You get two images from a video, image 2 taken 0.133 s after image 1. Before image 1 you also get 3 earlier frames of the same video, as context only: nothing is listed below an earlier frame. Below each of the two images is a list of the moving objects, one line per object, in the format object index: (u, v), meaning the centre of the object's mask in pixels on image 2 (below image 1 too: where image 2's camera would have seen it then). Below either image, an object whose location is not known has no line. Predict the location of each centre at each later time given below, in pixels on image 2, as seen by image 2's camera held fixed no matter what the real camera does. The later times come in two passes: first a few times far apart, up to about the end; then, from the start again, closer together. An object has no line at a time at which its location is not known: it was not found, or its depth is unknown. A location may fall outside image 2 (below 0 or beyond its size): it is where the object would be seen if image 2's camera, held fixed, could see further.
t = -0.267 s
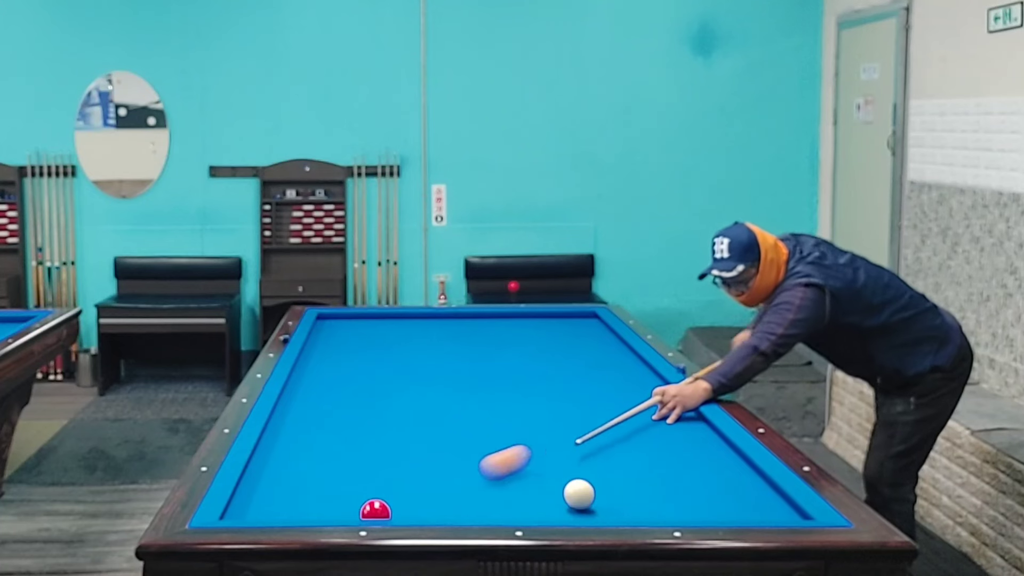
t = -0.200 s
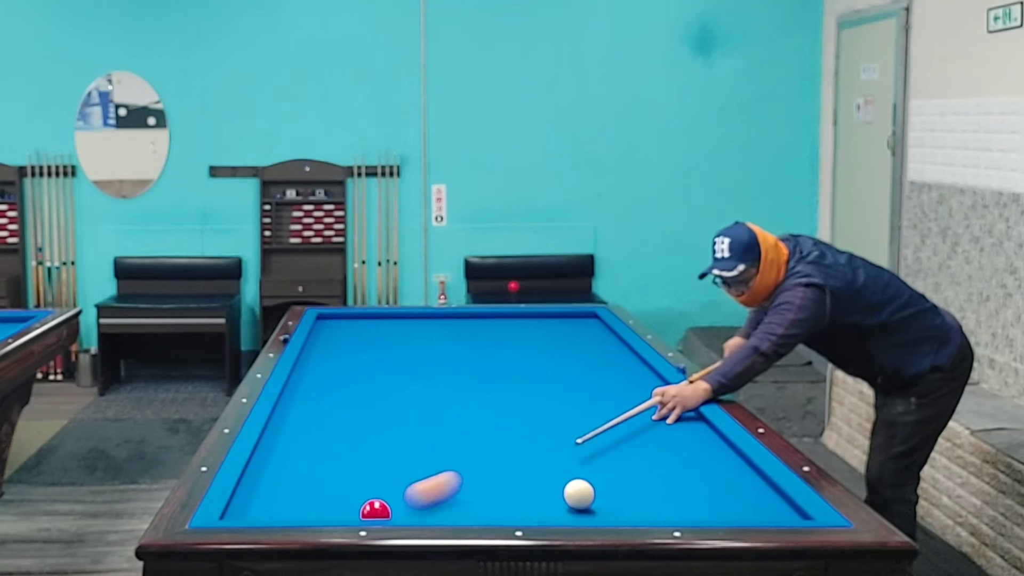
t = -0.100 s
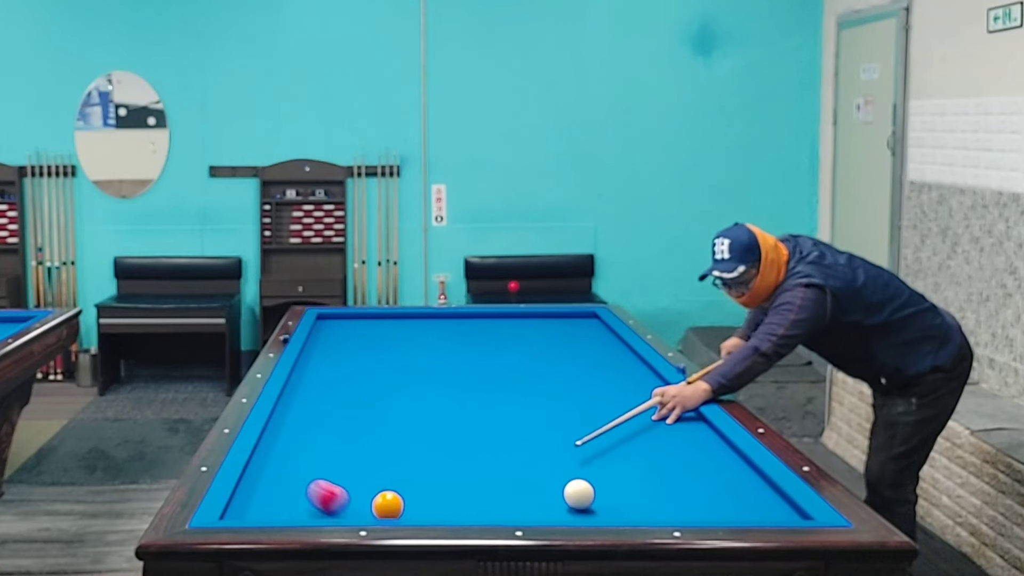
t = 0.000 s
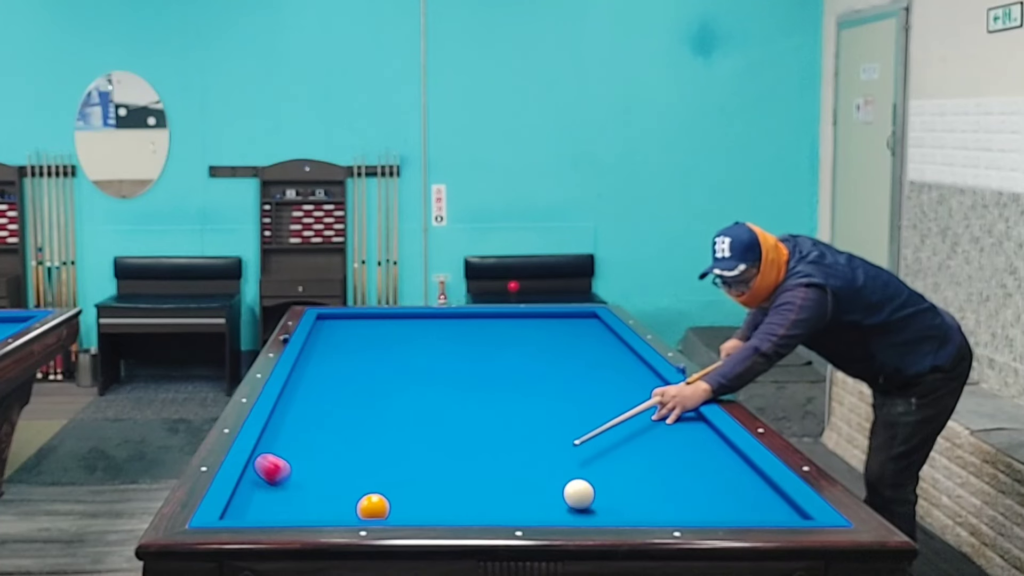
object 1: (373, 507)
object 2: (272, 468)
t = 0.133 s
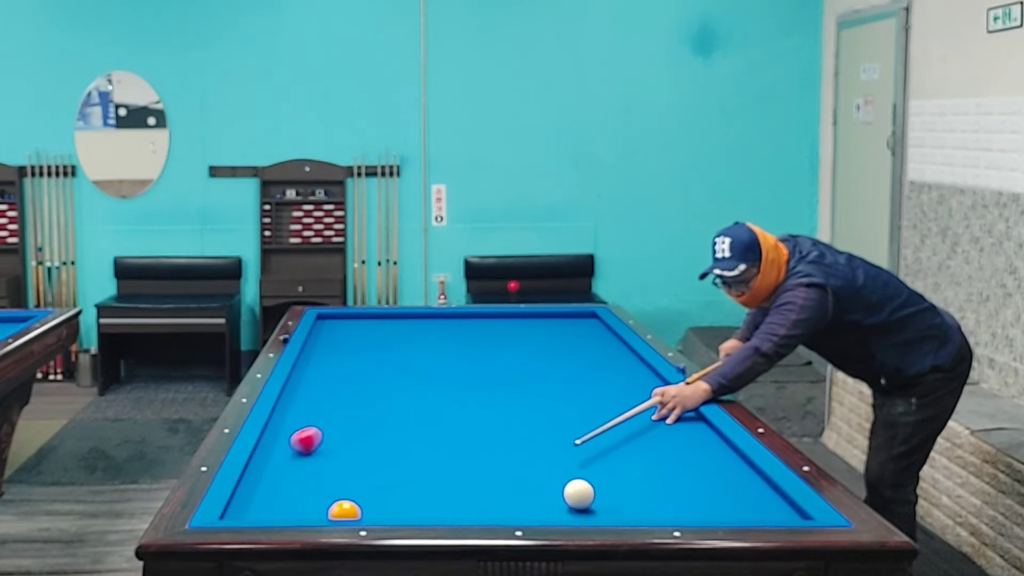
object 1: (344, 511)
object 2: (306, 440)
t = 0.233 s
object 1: (325, 509)
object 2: (344, 424)
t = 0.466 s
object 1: (270, 508)
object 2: (412, 394)
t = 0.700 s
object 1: (250, 510)
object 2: (467, 370)
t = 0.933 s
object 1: (277, 511)
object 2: (513, 350)
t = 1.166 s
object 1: (308, 509)
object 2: (552, 333)
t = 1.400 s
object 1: (338, 507)
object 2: (585, 319)
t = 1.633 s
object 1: (365, 505)
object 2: (578, 316)
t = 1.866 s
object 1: (392, 503)
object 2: (579, 320)
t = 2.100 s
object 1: (418, 501)
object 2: (580, 325)
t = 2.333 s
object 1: (441, 499)
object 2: (581, 329)
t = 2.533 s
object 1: (460, 497)
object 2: (582, 333)
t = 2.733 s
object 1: (478, 495)
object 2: (583, 337)
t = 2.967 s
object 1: (498, 492)
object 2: (584, 342)
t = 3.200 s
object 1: (517, 490)
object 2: (585, 347)
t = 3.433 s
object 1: (535, 488)
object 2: (586, 352)
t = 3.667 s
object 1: (551, 486)
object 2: (588, 357)
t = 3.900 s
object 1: (562, 481)
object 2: (589, 362)
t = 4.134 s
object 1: (579, 476)
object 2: (591, 367)
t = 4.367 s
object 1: (593, 477)
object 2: (593, 372)
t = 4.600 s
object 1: (602, 478)
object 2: (595, 377)
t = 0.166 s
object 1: (338, 510)
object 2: (320, 434)
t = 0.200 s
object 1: (332, 510)
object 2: (332, 429)
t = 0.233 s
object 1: (325, 509)
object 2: (344, 424)
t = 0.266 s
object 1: (318, 508)
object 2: (355, 419)
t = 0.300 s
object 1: (310, 508)
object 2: (365, 414)
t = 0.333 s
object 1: (302, 508)
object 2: (375, 410)
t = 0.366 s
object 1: (294, 508)
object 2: (385, 406)
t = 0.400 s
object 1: (286, 508)
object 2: (394, 402)
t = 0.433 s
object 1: (278, 508)
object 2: (403, 398)
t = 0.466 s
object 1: (270, 508)
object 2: (412, 394)
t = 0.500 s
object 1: (262, 508)
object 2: (421, 390)
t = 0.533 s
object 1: (254, 508)
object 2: (429, 386)
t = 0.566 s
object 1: (246, 508)
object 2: (437, 383)
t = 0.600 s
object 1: (239, 509)
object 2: (445, 379)
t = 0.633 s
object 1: (241, 509)
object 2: (452, 376)
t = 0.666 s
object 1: (247, 509)
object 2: (460, 373)
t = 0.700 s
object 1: (250, 510)
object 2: (467, 370)
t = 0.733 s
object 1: (254, 510)
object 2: (474, 367)
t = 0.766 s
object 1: (257, 511)
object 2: (481, 364)
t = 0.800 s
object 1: (261, 511)
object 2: (488, 361)
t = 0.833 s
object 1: (264, 512)
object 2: (494, 358)
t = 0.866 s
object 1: (268, 512)
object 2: (500, 355)
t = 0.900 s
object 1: (273, 511)
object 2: (507, 353)
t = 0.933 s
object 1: (277, 511)
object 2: (513, 350)
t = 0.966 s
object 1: (282, 511)
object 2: (519, 347)
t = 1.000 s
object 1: (287, 510)
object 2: (524, 345)
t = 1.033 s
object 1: (291, 510)
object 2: (530, 342)
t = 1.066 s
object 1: (295, 510)
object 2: (536, 340)
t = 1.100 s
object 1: (300, 510)
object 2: (541, 338)
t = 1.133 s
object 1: (304, 509)
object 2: (546, 336)
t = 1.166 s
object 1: (308, 509)
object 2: (552, 333)
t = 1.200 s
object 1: (313, 509)
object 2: (557, 331)
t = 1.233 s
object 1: (317, 508)
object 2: (562, 329)
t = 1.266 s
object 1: (321, 508)
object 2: (566, 327)
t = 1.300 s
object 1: (325, 508)
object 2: (571, 325)
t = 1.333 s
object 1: (329, 508)
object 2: (576, 323)
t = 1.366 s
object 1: (333, 507)
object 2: (581, 321)
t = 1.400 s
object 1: (338, 507)
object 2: (585, 319)
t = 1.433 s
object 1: (341, 507)
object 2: (589, 317)
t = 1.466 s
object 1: (346, 507)
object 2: (590, 316)
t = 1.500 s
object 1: (350, 506)
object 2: (585, 314)
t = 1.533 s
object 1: (353, 506)
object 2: (580, 313)
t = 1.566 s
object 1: (358, 506)
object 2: (579, 314)
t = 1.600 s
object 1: (361, 506)
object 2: (579, 315)
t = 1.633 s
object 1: (365, 505)
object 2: (578, 316)
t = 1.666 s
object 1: (369, 505)
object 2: (578, 316)
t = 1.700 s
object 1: (373, 504)
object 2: (579, 317)
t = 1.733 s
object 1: (377, 504)
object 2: (579, 318)
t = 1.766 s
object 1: (380, 504)
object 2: (579, 318)
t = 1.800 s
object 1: (384, 503)
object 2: (579, 319)
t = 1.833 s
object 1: (388, 503)
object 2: (579, 320)
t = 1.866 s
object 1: (392, 503)
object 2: (579, 320)
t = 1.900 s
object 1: (395, 503)
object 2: (579, 321)
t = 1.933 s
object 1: (399, 503)
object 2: (579, 322)
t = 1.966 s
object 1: (403, 502)
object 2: (579, 322)
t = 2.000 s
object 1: (407, 502)
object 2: (580, 323)
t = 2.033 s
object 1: (410, 502)
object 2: (580, 324)
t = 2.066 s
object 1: (414, 502)
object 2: (580, 324)
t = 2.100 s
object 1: (418, 501)
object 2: (580, 325)
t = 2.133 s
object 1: (421, 501)
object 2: (581, 326)
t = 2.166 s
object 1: (425, 501)
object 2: (581, 326)
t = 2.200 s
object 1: (428, 500)
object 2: (581, 327)
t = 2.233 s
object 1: (431, 500)
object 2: (581, 327)
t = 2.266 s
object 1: (435, 500)
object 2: (581, 328)
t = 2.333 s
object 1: (441, 499)
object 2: (581, 329)
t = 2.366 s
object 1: (445, 499)
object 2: (582, 330)
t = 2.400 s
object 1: (448, 498)
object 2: (582, 331)
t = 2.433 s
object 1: (451, 498)
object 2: (582, 331)
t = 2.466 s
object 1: (454, 497)
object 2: (582, 332)
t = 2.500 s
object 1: (457, 497)
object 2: (582, 333)
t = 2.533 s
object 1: (460, 497)
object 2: (582, 333)
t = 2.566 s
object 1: (463, 496)
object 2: (582, 334)
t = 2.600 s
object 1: (466, 496)
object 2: (582, 335)
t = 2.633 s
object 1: (469, 496)
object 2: (582, 335)
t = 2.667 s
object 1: (472, 495)
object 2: (582, 336)
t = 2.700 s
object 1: (475, 495)
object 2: (582, 337)
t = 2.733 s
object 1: (478, 495)
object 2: (583, 337)
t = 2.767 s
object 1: (481, 494)
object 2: (583, 338)
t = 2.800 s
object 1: (484, 494)
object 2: (583, 339)
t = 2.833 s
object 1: (487, 494)
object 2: (583, 339)
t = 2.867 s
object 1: (490, 493)
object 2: (583, 340)
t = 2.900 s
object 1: (493, 493)
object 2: (583, 341)
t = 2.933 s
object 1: (496, 493)
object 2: (584, 341)
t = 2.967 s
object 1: (498, 492)
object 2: (584, 342)
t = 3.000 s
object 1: (501, 492)
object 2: (584, 343)
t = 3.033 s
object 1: (504, 492)
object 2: (584, 343)
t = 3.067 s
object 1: (507, 491)
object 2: (584, 344)
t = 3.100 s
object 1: (509, 491)
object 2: (584, 345)
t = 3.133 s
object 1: (512, 491)
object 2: (584, 345)
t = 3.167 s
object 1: (515, 491)
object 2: (585, 346)
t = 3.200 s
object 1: (517, 490)
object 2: (585, 347)
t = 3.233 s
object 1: (520, 490)
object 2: (585, 348)
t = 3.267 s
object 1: (523, 490)
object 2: (585, 348)
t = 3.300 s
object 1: (525, 489)
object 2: (586, 349)
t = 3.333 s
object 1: (528, 489)
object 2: (586, 350)
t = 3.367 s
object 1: (530, 489)
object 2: (586, 350)
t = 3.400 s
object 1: (533, 489)
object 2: (586, 351)
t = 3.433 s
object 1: (535, 488)
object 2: (586, 352)
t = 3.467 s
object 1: (538, 488)
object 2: (586, 352)
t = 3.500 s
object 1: (540, 488)
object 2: (587, 353)
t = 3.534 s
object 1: (543, 488)
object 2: (587, 354)
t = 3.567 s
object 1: (545, 487)
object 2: (587, 354)
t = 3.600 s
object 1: (547, 487)
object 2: (587, 355)
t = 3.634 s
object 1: (549, 487)
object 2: (588, 356)
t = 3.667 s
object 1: (551, 486)
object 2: (588, 357)
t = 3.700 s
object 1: (553, 486)
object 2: (588, 357)
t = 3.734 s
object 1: (554, 485)
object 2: (588, 358)
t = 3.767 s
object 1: (556, 484)
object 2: (588, 359)
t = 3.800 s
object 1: (558, 484)
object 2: (589, 359)
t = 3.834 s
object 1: (559, 483)
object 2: (589, 360)
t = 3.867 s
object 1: (561, 482)
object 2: (589, 361)
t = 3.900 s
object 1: (562, 481)
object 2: (589, 362)
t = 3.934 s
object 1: (564, 480)
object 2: (589, 362)
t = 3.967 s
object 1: (567, 479)
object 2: (590, 363)
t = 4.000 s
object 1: (569, 478)
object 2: (590, 364)
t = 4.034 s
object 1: (571, 477)
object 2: (590, 364)
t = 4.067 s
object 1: (574, 477)
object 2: (590, 365)
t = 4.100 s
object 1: (576, 476)
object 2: (591, 366)
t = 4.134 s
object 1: (579, 476)
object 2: (591, 367)
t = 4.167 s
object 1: (581, 476)
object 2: (591, 367)
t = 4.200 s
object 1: (584, 476)
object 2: (591, 368)
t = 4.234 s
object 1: (585, 476)
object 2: (592, 369)
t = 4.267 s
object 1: (588, 476)
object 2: (592, 370)
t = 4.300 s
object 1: (589, 477)
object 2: (592, 370)
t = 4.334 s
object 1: (591, 477)
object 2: (592, 371)
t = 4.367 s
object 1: (593, 477)
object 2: (593, 372)
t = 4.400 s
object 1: (594, 478)
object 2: (593, 373)
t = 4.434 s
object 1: (596, 478)
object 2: (593, 373)
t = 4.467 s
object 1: (597, 478)
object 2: (594, 374)
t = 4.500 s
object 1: (598, 478)
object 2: (594, 375)
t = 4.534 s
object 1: (600, 478)
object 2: (594, 376)
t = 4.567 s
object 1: (601, 478)
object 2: (594, 376)
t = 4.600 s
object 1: (602, 478)
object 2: (595, 377)
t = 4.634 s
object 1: (603, 478)
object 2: (595, 378)
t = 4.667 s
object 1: (605, 478)
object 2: (595, 379)
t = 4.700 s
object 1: (606, 478)
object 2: (595, 379)
